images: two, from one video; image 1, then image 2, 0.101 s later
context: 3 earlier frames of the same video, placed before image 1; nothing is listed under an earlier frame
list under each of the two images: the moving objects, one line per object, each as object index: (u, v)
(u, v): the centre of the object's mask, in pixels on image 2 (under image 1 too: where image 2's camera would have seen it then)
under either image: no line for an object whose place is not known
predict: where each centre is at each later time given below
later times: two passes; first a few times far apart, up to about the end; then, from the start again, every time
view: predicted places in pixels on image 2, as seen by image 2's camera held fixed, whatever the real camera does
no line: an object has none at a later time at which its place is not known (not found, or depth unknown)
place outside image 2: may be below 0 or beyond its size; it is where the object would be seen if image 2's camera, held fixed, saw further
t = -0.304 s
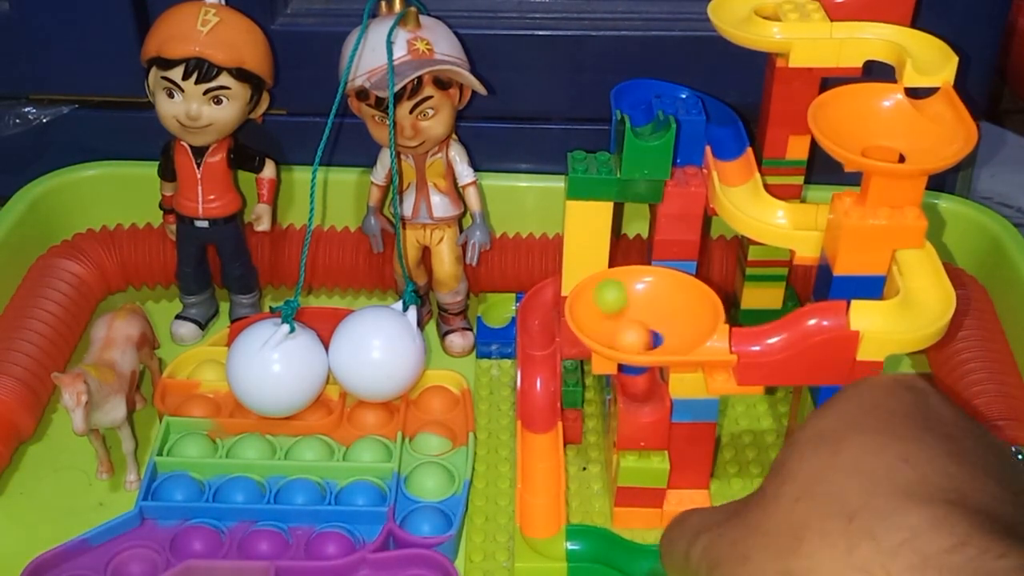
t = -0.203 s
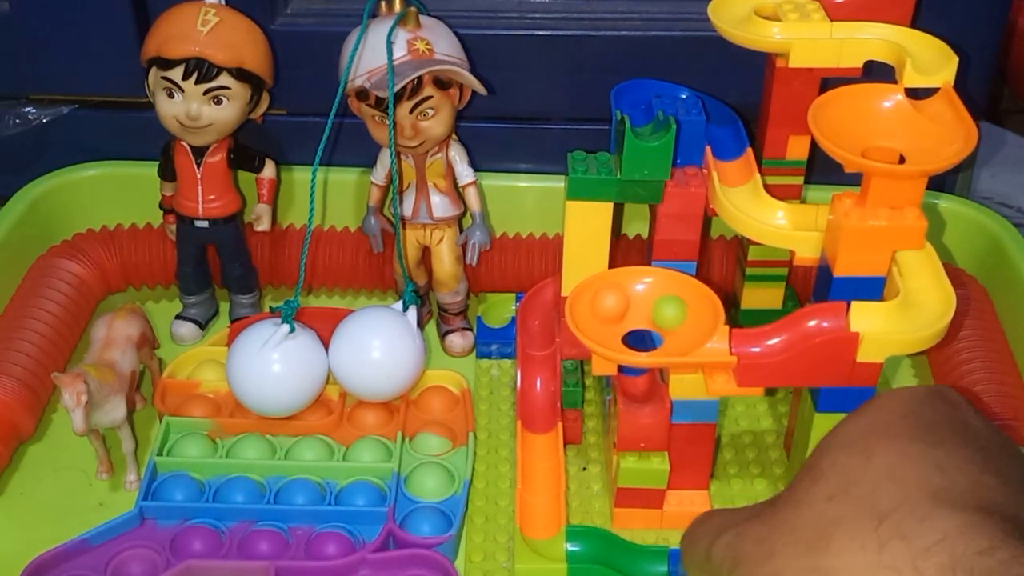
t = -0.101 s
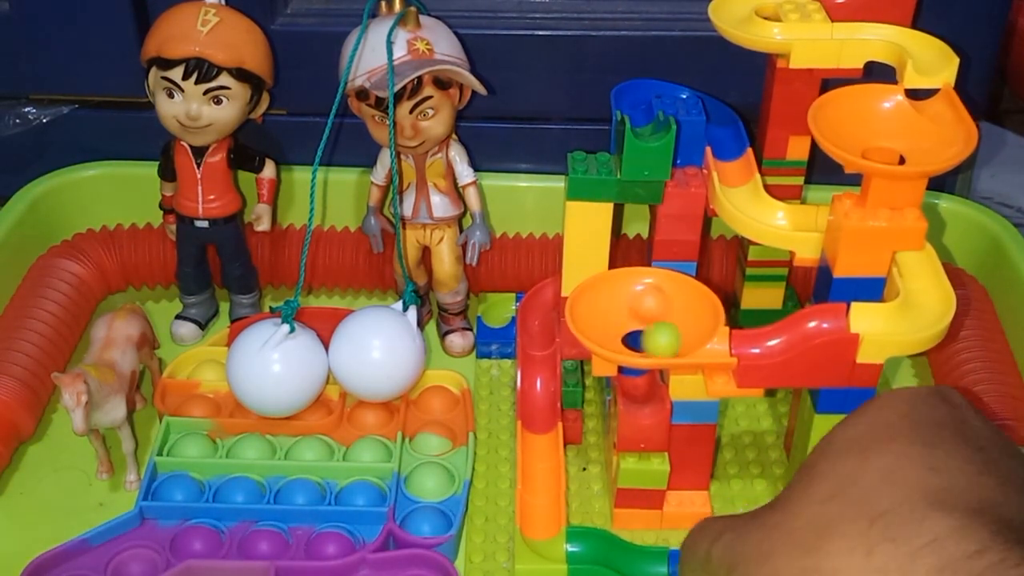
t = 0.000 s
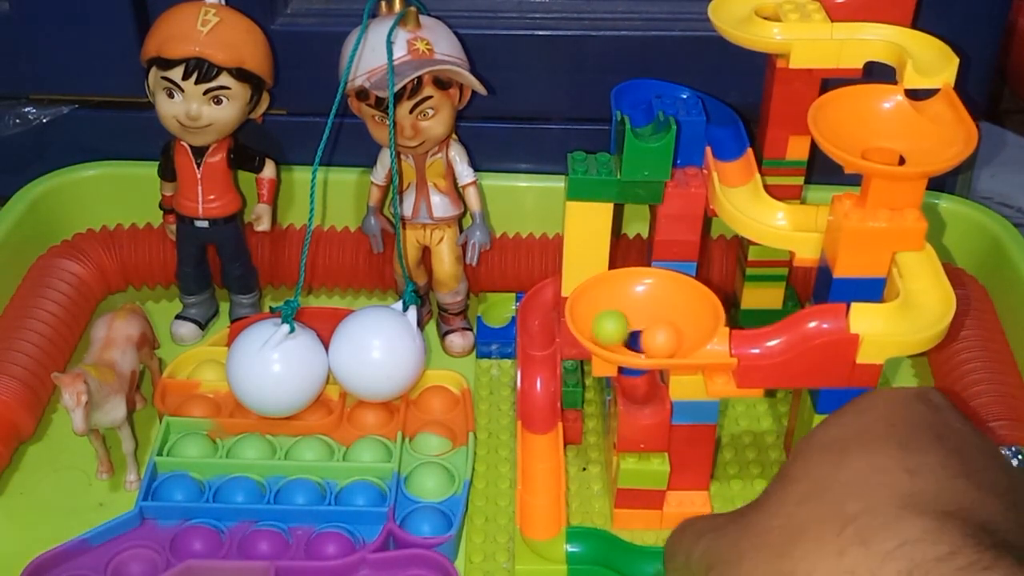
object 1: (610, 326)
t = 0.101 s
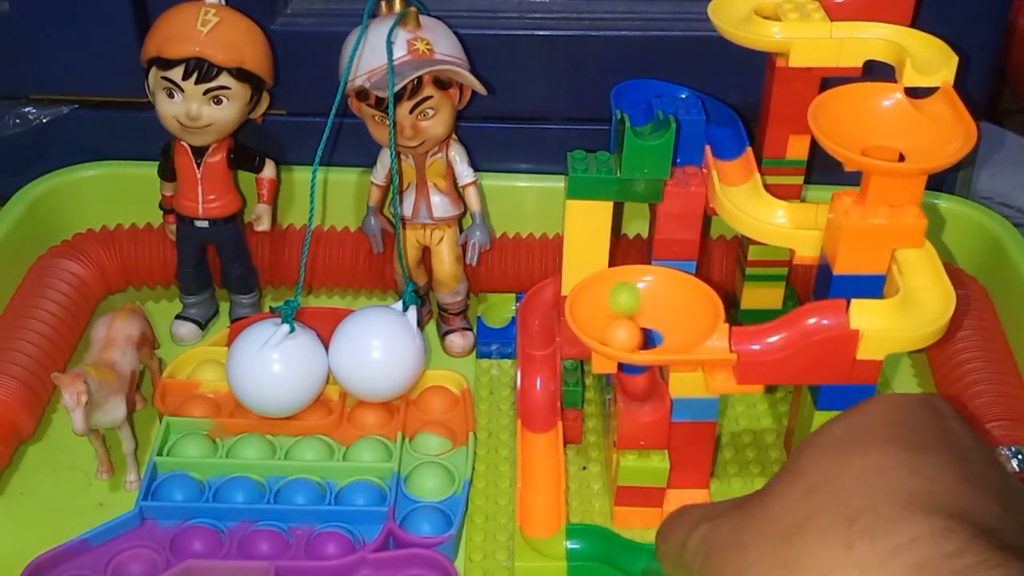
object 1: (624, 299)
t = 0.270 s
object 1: (663, 332)
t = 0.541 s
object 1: (645, 302)
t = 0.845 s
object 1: (607, 320)
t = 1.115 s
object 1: (653, 332)
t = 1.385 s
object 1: (651, 311)
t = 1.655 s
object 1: (610, 315)
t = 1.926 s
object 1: (620, 328)
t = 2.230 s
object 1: (622, 321)
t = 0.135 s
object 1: (641, 299)
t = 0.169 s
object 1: (657, 303)
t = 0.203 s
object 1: (668, 312)
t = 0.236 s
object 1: (670, 323)
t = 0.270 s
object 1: (663, 332)
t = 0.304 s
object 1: (648, 336)
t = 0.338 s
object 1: (634, 336)
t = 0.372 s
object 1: (619, 332)
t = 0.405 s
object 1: (610, 324)
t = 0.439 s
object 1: (609, 313)
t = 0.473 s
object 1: (617, 305)
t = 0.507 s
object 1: (630, 301)
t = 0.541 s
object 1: (645, 302)
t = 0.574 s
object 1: (658, 306)
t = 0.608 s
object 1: (667, 314)
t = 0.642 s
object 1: (672, 322)
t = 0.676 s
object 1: (668, 330)
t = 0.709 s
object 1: (656, 335)
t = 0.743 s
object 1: (641, 336)
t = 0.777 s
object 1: (624, 333)
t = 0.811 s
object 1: (612, 328)
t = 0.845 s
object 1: (607, 320)
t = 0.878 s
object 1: (611, 313)
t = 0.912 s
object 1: (622, 307)
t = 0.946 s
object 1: (636, 304)
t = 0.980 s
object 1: (651, 304)
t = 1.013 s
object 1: (662, 308)
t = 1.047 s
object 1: (667, 316)
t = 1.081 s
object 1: (664, 325)
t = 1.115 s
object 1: (653, 332)
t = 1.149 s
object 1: (639, 334)
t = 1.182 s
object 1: (624, 332)
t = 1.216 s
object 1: (613, 326)
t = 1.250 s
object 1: (608, 320)
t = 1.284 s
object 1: (612, 314)
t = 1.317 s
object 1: (622, 311)
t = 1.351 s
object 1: (636, 308)
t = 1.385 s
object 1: (651, 311)
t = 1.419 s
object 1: (662, 315)
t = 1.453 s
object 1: (666, 321)
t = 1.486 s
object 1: (660, 329)
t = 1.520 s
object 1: (647, 333)
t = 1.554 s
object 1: (633, 333)
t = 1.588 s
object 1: (620, 328)
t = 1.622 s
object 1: (612, 321)
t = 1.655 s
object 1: (610, 315)
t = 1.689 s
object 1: (616, 311)
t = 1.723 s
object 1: (628, 311)
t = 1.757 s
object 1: (642, 313)
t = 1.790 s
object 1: (654, 321)
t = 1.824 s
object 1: (652, 329)
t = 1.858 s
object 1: (642, 333)
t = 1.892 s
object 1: (629, 332)
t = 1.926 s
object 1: (620, 328)
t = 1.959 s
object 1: (615, 322)
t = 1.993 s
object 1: (615, 317)
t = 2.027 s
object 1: (621, 314)
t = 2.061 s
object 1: (632, 314)
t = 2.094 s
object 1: (647, 319)
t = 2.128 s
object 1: (649, 329)
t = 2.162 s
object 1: (638, 330)
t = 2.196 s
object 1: (628, 326)
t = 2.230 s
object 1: (622, 321)
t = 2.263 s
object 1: (621, 316)
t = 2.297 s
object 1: (626, 314)
